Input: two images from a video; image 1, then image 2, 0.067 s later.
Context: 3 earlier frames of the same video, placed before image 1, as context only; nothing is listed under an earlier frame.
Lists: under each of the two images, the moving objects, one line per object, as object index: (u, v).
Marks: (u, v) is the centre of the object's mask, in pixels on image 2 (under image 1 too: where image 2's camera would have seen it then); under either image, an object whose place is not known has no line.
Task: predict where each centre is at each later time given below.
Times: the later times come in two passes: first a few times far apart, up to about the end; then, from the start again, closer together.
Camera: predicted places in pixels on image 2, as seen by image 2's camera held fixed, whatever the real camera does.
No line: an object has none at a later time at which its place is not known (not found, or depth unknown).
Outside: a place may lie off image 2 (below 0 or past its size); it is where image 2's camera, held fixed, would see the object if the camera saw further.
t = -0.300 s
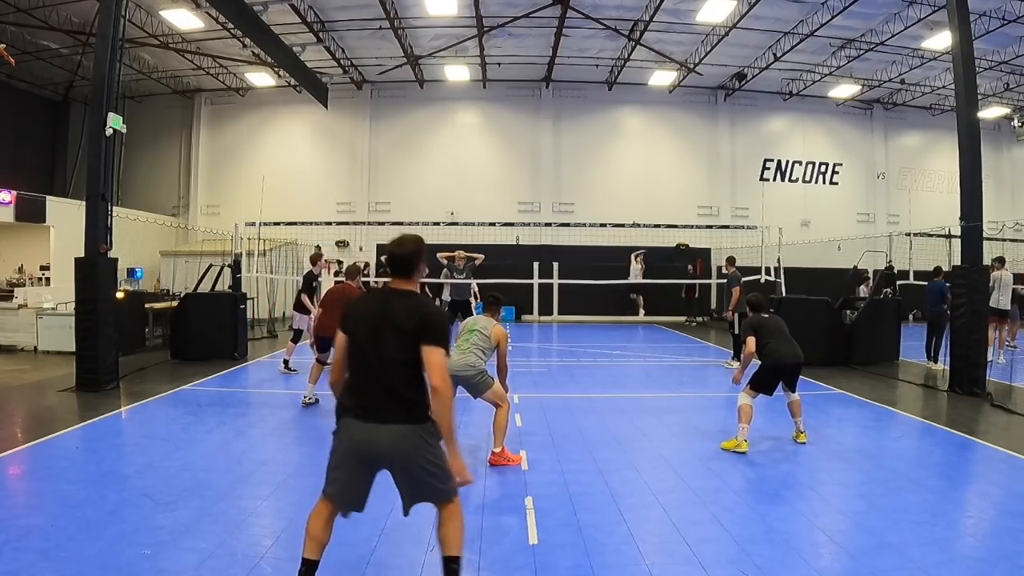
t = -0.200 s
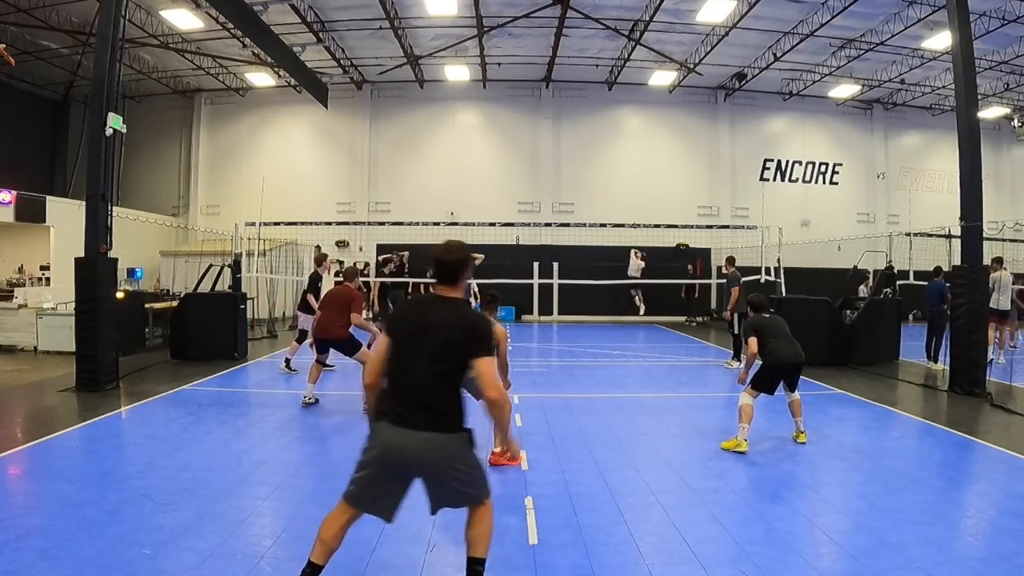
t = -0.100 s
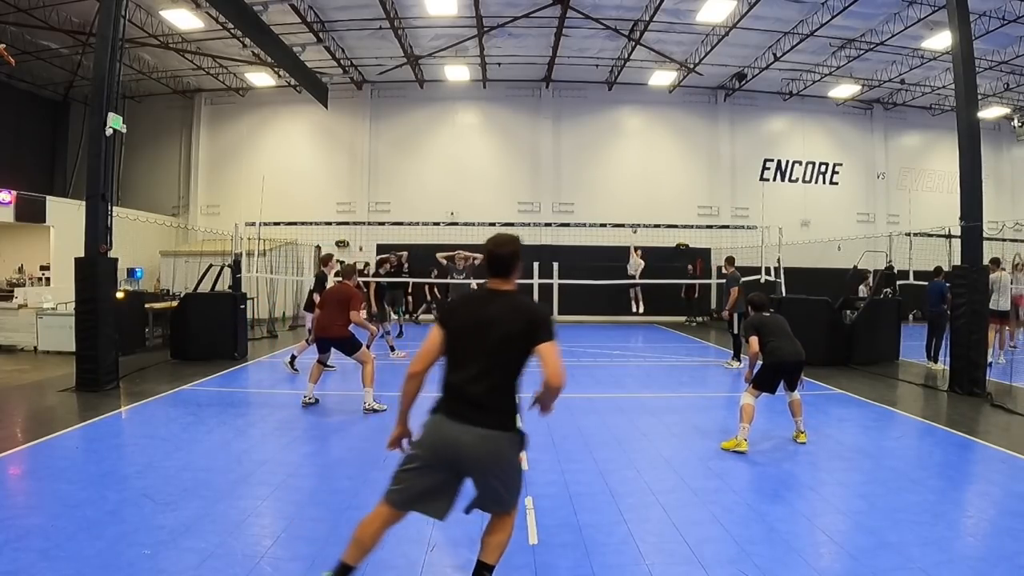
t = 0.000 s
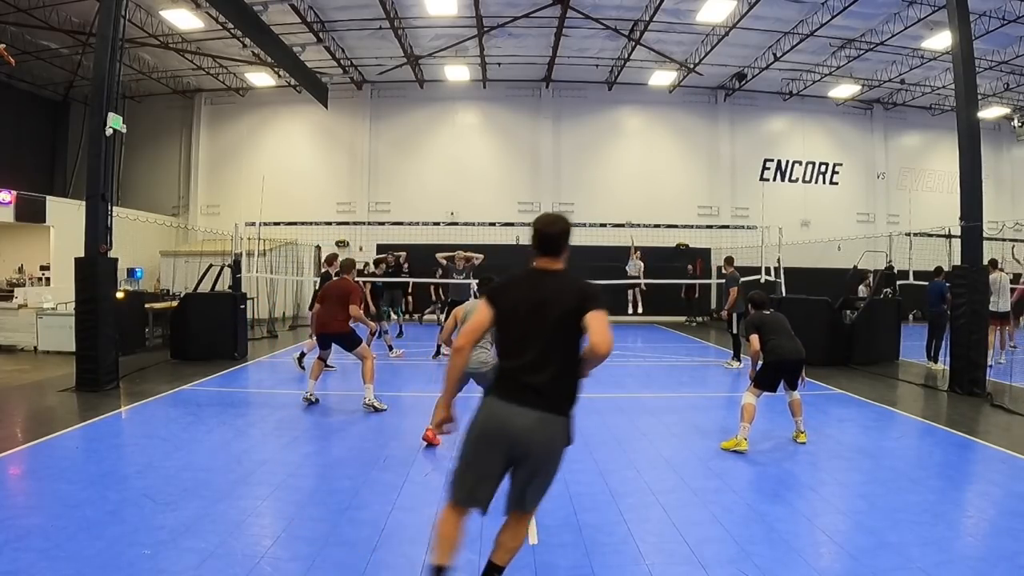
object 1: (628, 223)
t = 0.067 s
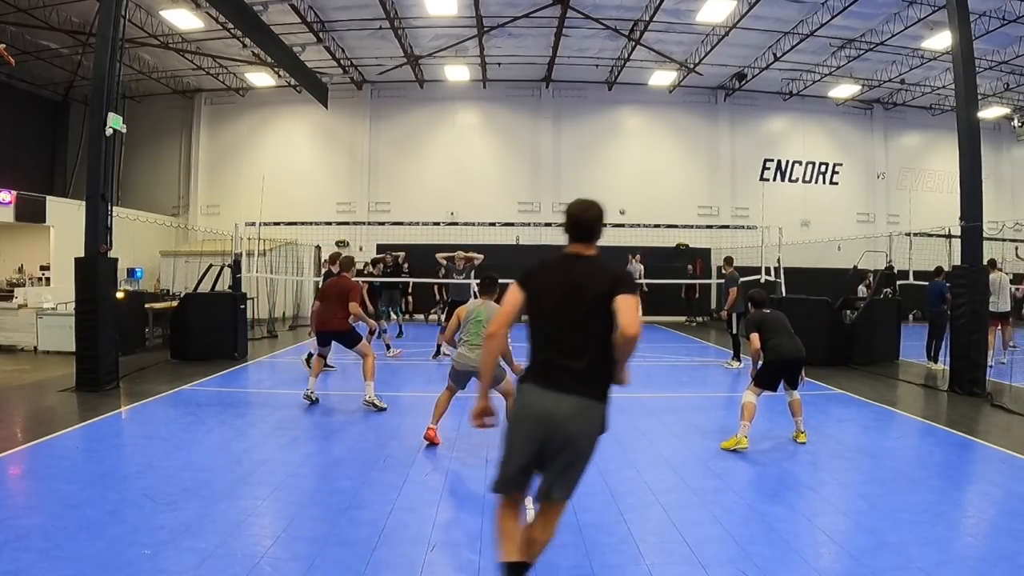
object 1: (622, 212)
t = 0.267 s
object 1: (597, 180)
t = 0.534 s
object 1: (550, 155)
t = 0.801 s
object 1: (473, 161)
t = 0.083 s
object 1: (619, 209)
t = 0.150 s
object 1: (612, 196)
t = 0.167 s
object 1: (610, 195)
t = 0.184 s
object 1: (608, 192)
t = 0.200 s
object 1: (606, 190)
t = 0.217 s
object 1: (603, 187)
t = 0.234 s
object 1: (601, 185)
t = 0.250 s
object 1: (599, 182)
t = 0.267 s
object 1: (597, 180)
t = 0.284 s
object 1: (595, 178)
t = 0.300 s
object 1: (592, 176)
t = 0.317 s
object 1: (590, 174)
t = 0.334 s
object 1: (587, 172)
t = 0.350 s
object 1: (585, 171)
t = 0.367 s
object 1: (582, 169)
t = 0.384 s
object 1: (579, 167)
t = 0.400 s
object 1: (577, 165)
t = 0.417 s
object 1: (573, 164)
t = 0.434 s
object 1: (570, 162)
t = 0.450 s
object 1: (567, 161)
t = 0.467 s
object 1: (564, 160)
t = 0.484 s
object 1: (561, 159)
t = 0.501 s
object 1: (557, 158)
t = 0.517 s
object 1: (554, 156)
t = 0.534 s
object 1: (550, 155)
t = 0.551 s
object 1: (547, 154)
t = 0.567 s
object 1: (542, 153)
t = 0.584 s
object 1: (539, 152)
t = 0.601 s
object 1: (534, 152)
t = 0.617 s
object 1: (530, 151)
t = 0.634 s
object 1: (526, 151)
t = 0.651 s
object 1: (521, 151)
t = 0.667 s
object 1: (517, 151)
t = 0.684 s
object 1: (512, 152)
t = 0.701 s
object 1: (507, 153)
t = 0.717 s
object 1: (502, 154)
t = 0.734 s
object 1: (497, 155)
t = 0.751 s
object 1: (491, 156)
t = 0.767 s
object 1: (485, 158)
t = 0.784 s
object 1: (479, 160)
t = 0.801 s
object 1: (473, 161)
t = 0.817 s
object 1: (466, 164)
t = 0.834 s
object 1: (459, 167)
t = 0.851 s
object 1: (452, 169)
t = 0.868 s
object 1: (445, 173)
